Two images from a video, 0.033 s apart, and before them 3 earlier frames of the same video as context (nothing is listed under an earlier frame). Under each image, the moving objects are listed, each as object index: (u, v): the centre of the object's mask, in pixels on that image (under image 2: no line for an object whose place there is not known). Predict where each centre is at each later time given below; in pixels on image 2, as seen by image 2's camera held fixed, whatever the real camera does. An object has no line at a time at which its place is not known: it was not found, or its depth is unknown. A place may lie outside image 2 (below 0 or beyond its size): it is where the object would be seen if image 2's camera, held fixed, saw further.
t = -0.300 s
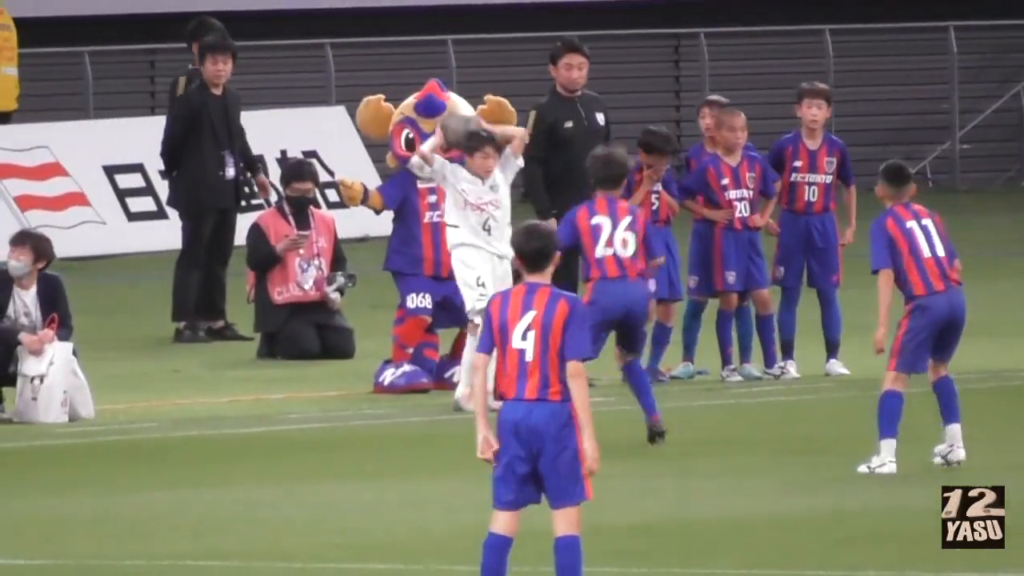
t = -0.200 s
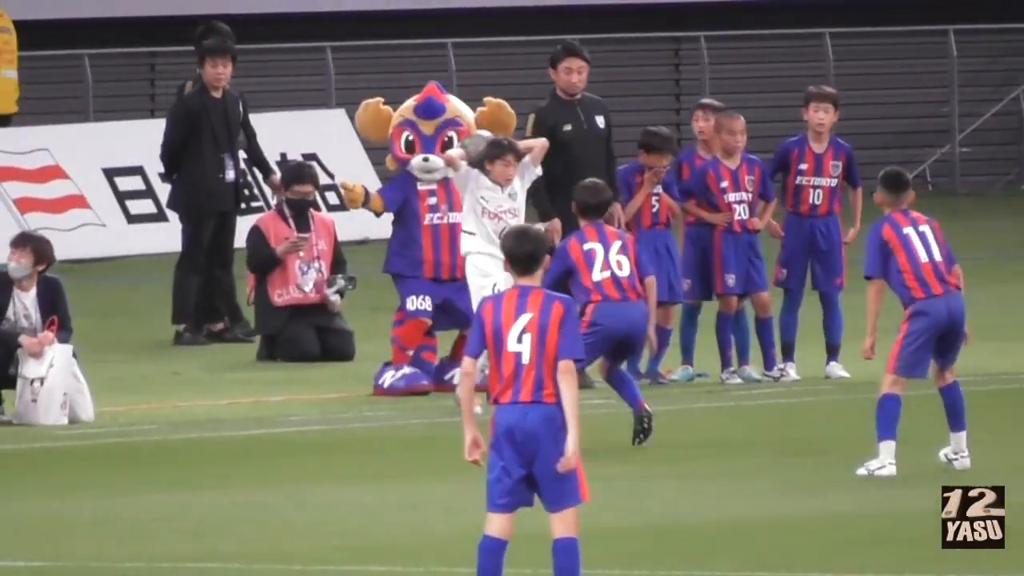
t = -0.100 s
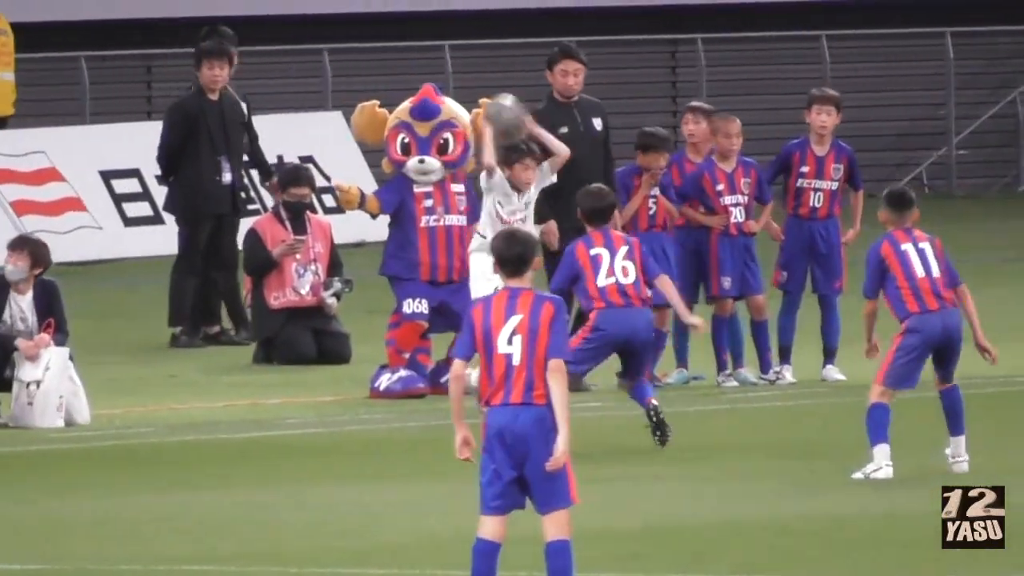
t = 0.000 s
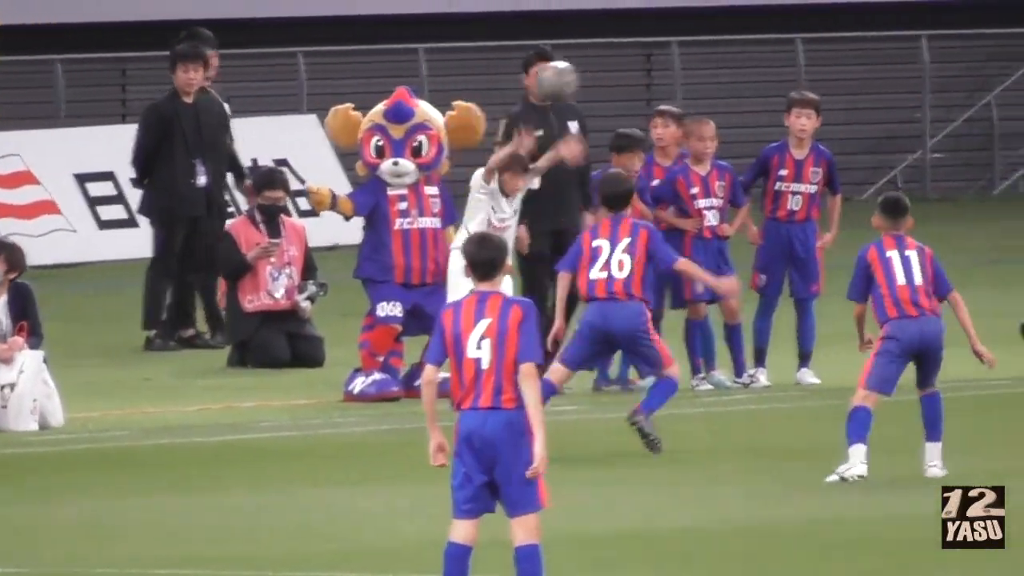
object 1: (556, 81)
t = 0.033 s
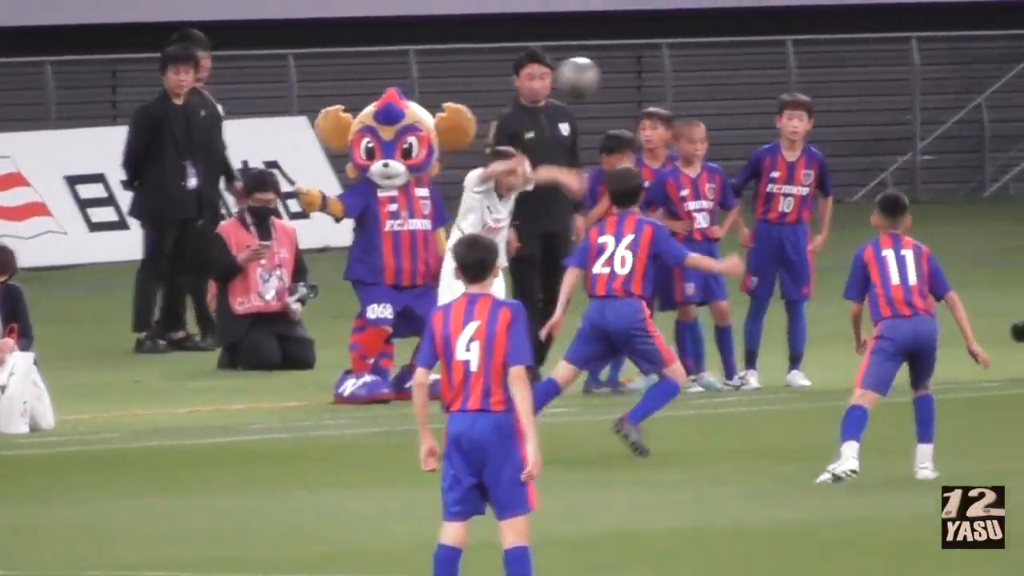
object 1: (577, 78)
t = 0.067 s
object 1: (607, 74)
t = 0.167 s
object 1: (694, 76)
